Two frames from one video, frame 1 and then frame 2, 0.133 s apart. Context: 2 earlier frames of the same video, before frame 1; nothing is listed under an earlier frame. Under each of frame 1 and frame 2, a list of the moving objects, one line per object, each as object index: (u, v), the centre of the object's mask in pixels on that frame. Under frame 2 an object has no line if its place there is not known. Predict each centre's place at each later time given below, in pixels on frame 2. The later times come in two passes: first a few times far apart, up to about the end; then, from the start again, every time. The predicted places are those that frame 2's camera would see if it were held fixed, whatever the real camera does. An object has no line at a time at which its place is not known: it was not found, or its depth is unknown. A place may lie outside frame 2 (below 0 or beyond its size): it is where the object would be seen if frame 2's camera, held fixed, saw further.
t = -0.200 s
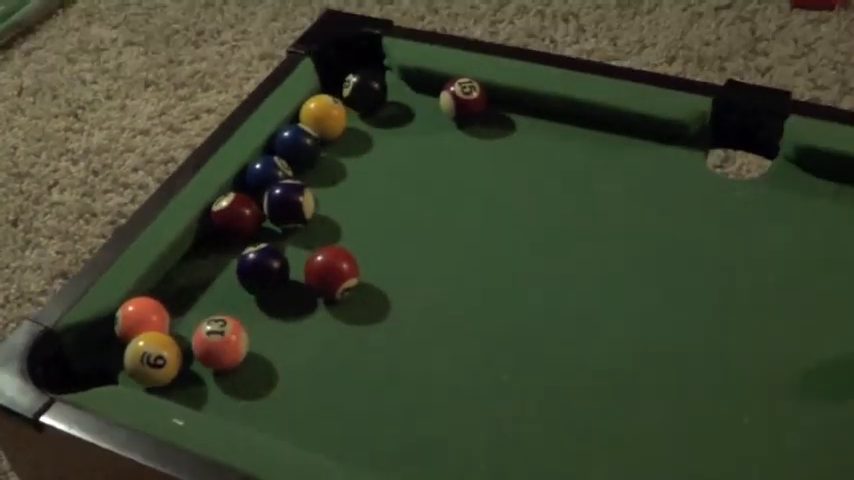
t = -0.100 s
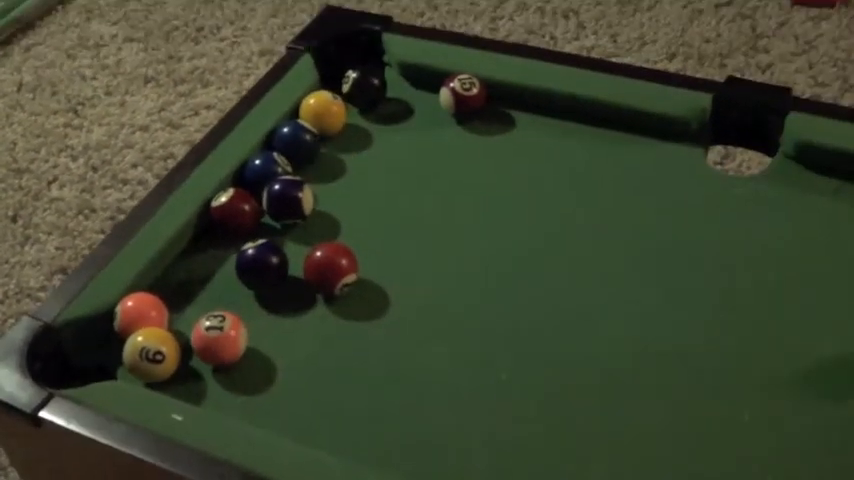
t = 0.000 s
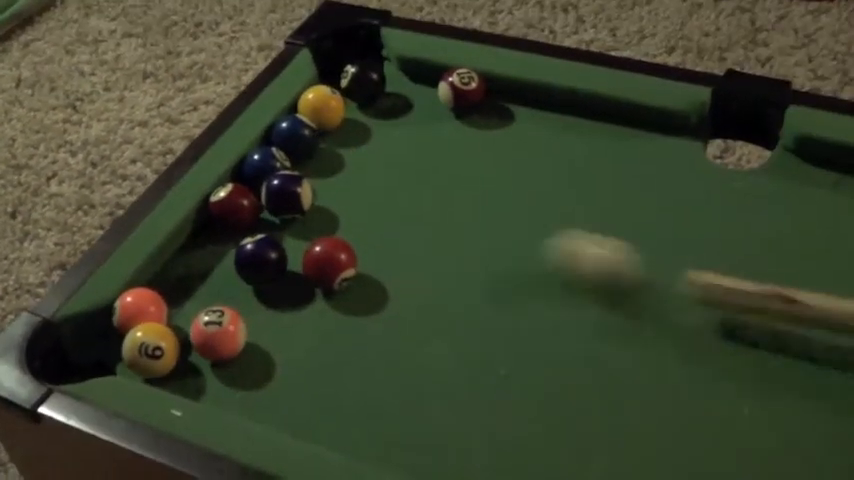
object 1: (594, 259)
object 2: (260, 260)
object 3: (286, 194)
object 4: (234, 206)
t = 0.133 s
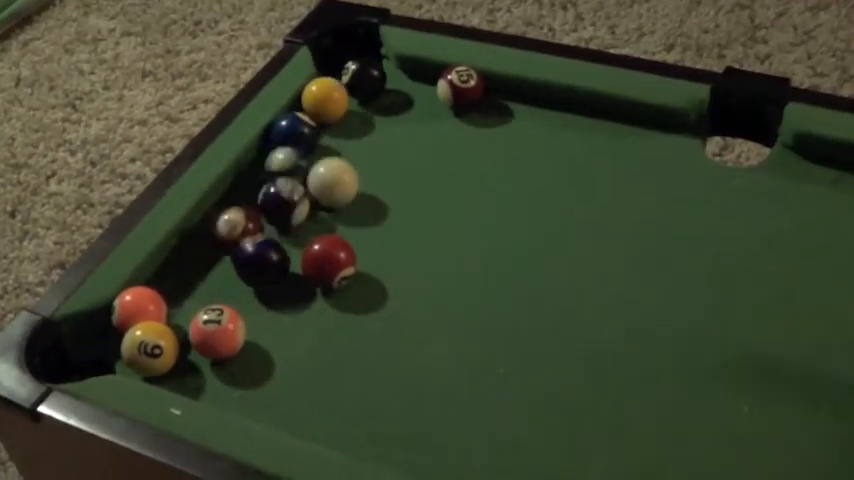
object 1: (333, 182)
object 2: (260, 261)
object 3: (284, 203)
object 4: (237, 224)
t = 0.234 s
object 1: (364, 168)
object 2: (276, 291)
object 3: (284, 224)
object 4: (236, 244)
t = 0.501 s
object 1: (355, 137)
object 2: (308, 365)
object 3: (278, 257)
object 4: (227, 275)
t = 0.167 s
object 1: (347, 178)
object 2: (269, 268)
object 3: (283, 211)
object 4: (237, 233)
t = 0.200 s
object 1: (359, 173)
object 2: (276, 278)
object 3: (283, 218)
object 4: (237, 239)
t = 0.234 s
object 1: (364, 168)
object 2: (276, 291)
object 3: (284, 224)
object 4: (236, 244)
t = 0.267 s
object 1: (364, 163)
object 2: (284, 305)
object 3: (285, 231)
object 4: (235, 248)
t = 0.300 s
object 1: (363, 157)
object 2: (288, 314)
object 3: (285, 236)
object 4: (234, 252)
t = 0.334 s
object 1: (362, 153)
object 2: (292, 324)
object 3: (285, 240)
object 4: (233, 257)
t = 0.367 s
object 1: (361, 149)
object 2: (296, 332)
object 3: (284, 246)
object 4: (232, 260)
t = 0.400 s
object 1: (359, 145)
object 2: (300, 342)
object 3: (283, 250)
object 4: (232, 265)
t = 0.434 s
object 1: (358, 143)
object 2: (303, 349)
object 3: (281, 252)
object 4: (230, 269)
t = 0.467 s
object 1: (356, 140)
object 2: (306, 358)
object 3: (280, 255)
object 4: (229, 271)
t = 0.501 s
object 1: (355, 137)
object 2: (308, 365)
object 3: (278, 257)
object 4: (227, 275)
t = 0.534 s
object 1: (353, 135)
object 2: (310, 372)
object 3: (277, 258)
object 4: (225, 278)
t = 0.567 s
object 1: (350, 133)
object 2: (311, 377)
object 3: (275, 259)
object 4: (224, 279)
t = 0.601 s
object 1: (349, 132)
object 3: (274, 259)
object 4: (222, 280)
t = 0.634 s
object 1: (347, 130)
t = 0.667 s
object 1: (344, 129)
